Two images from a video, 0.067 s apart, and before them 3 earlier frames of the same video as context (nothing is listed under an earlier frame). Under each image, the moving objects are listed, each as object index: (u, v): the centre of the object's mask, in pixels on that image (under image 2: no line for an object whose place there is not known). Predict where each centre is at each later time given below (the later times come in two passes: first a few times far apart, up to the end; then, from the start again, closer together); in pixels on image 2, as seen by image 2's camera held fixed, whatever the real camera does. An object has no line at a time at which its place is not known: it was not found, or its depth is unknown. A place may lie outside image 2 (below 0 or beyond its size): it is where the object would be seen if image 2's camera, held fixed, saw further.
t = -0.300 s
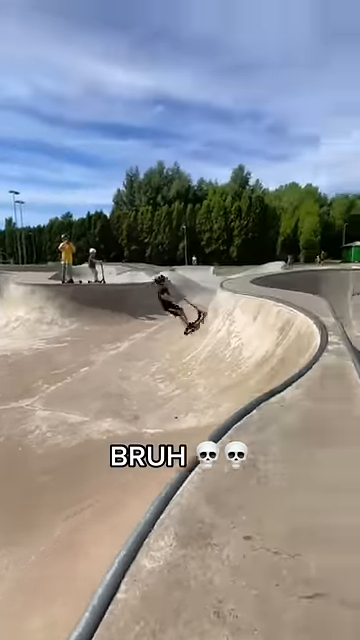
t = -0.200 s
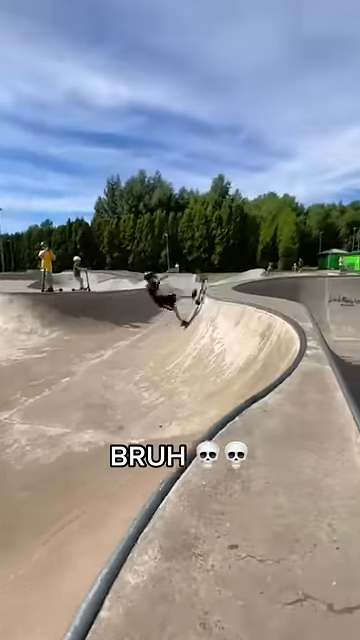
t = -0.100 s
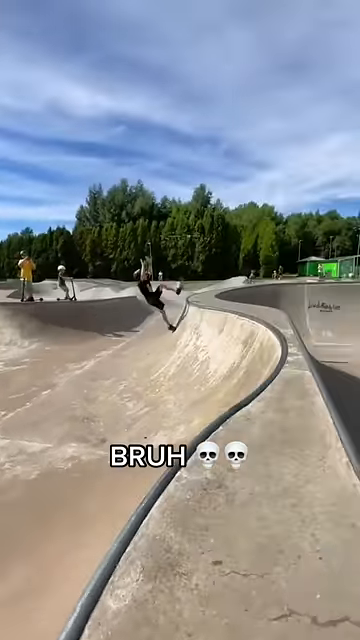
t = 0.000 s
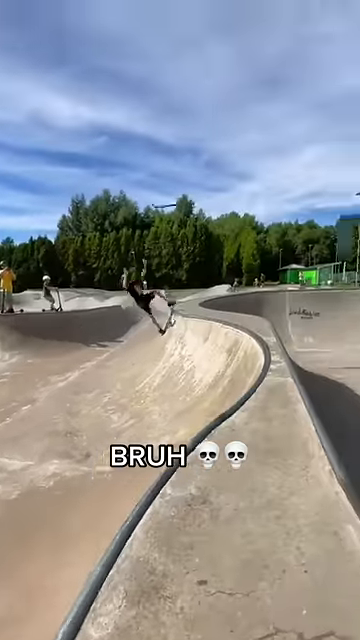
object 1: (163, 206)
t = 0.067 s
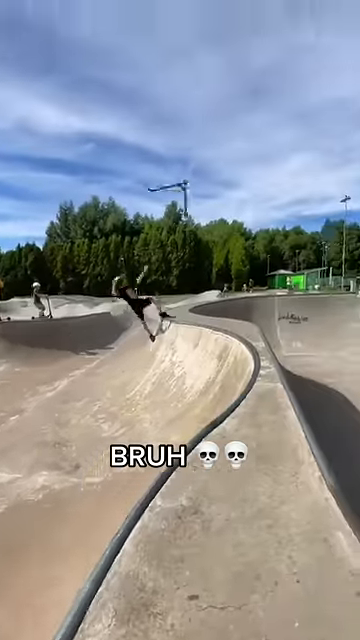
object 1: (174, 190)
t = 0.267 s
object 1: (188, 128)
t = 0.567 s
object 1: (216, 77)
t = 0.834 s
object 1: (244, 70)
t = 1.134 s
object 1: (277, 111)
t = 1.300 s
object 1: (297, 157)
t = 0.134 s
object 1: (181, 165)
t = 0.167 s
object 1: (183, 155)
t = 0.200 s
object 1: (183, 145)
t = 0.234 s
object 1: (186, 136)
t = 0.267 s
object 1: (188, 128)
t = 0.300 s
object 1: (191, 120)
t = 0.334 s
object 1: (194, 114)
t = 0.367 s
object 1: (198, 107)
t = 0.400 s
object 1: (199, 101)
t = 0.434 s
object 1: (203, 96)
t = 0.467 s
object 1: (206, 91)
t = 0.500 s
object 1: (210, 85)
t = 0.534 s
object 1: (212, 81)
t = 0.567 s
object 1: (216, 77)
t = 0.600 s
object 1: (219, 75)
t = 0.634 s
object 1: (223, 73)
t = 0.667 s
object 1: (226, 70)
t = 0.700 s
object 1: (230, 69)
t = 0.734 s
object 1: (233, 66)
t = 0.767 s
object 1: (237, 66)
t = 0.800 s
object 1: (239, 68)
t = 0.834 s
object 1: (244, 70)
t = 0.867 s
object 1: (248, 72)
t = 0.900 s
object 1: (251, 75)
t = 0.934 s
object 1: (255, 78)
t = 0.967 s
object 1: (259, 81)
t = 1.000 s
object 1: (262, 86)
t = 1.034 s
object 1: (266, 91)
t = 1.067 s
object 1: (272, 93)
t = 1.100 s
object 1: (275, 101)
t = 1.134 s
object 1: (277, 111)
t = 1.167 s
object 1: (282, 117)
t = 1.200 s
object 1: (287, 123)
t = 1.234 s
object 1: (289, 136)
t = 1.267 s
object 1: (294, 144)
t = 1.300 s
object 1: (297, 157)
